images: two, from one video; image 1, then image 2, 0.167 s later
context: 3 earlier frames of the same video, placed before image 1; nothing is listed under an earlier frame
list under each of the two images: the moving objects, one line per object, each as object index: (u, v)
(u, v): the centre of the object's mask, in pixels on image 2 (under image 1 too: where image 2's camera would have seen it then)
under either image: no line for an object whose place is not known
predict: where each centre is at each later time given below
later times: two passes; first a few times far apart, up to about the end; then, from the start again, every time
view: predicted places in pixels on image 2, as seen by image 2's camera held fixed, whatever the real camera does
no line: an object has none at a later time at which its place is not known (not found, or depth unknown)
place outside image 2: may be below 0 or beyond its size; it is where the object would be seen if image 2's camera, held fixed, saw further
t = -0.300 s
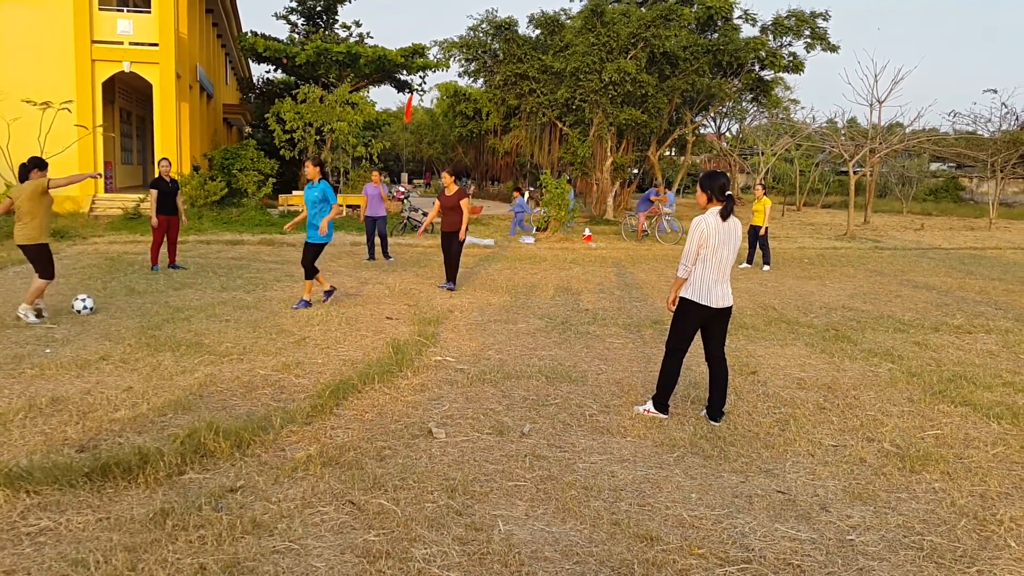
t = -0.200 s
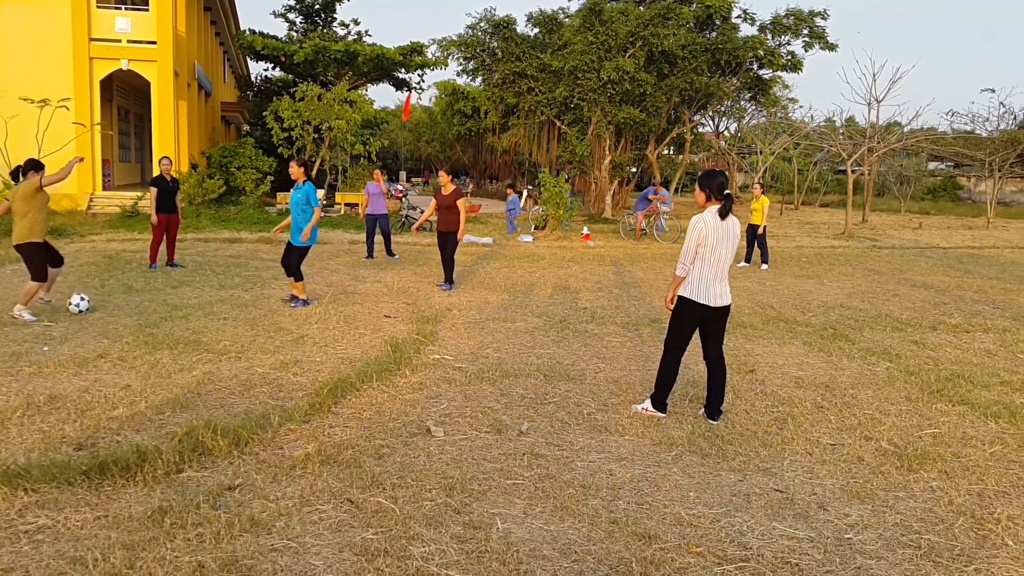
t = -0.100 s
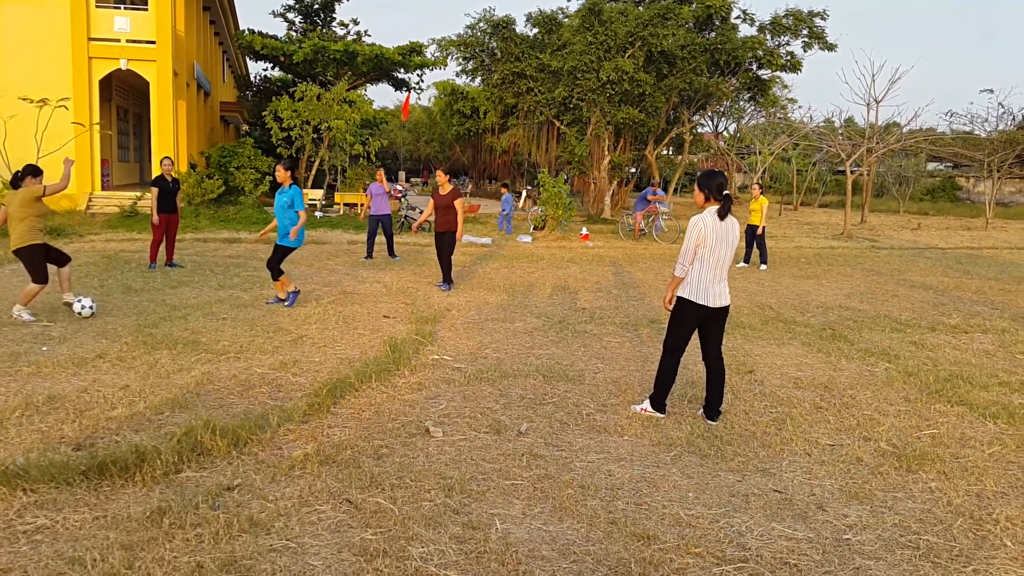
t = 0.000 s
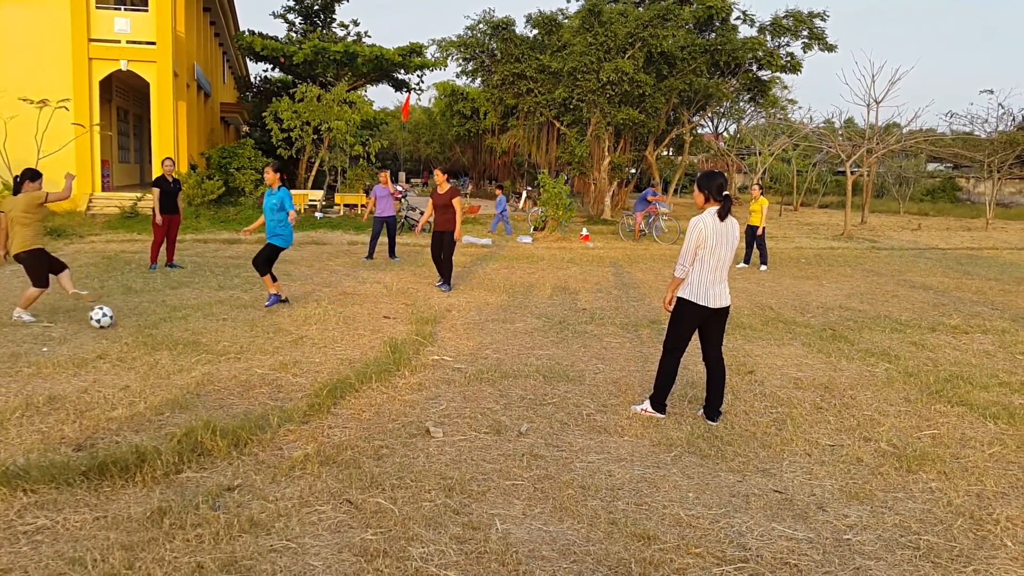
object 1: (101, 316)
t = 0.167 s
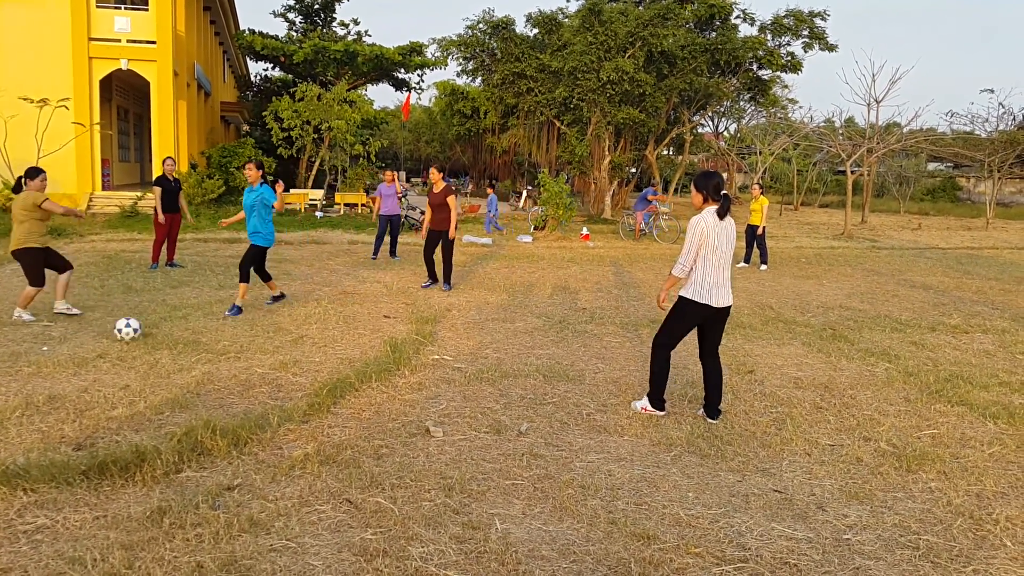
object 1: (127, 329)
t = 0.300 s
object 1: (148, 338)
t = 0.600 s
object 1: (188, 362)
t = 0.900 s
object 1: (229, 391)
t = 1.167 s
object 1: (271, 414)
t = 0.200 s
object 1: (132, 330)
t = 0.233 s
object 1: (137, 332)
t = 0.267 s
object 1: (143, 334)
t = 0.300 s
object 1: (148, 338)
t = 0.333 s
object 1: (152, 342)
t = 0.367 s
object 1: (157, 344)
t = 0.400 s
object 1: (161, 344)
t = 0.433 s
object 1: (166, 345)
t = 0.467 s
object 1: (170, 348)
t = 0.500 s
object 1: (175, 352)
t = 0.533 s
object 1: (179, 357)
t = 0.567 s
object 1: (184, 361)
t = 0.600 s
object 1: (188, 362)
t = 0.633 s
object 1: (193, 364)
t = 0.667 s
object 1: (198, 368)
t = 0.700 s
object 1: (202, 372)
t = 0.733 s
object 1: (207, 375)
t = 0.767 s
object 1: (211, 377)
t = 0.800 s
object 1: (215, 379)
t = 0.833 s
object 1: (220, 384)
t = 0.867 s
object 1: (224, 390)
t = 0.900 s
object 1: (229, 391)
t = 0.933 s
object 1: (234, 392)
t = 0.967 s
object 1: (240, 395)
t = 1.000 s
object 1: (244, 399)
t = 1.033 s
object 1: (250, 404)
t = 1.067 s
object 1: (255, 408)
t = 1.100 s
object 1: (261, 410)
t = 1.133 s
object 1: (266, 411)
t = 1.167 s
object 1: (271, 414)
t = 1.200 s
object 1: (276, 418)
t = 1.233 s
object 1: (281, 423)
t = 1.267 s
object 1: (286, 429)
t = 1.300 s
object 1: (292, 435)
